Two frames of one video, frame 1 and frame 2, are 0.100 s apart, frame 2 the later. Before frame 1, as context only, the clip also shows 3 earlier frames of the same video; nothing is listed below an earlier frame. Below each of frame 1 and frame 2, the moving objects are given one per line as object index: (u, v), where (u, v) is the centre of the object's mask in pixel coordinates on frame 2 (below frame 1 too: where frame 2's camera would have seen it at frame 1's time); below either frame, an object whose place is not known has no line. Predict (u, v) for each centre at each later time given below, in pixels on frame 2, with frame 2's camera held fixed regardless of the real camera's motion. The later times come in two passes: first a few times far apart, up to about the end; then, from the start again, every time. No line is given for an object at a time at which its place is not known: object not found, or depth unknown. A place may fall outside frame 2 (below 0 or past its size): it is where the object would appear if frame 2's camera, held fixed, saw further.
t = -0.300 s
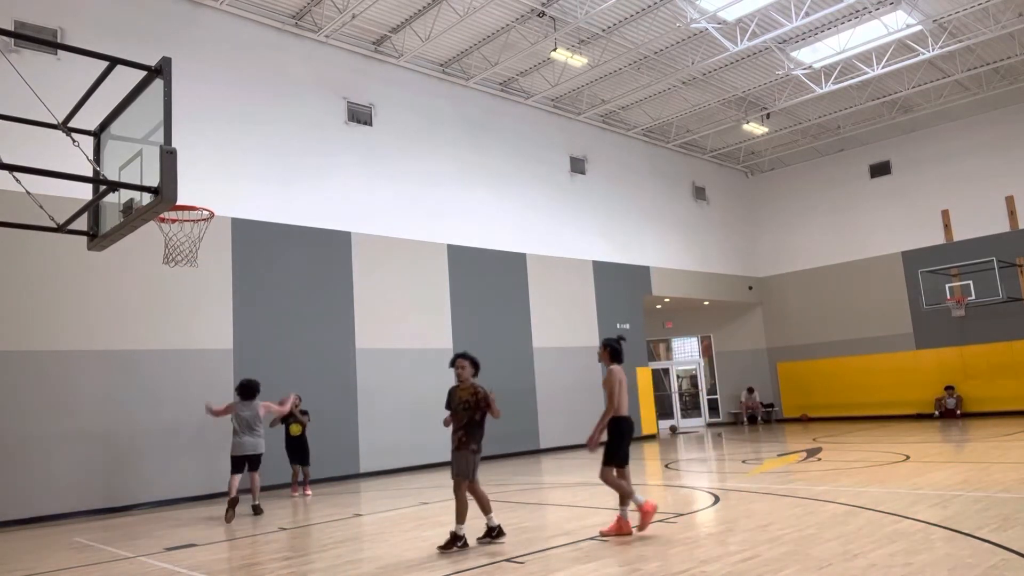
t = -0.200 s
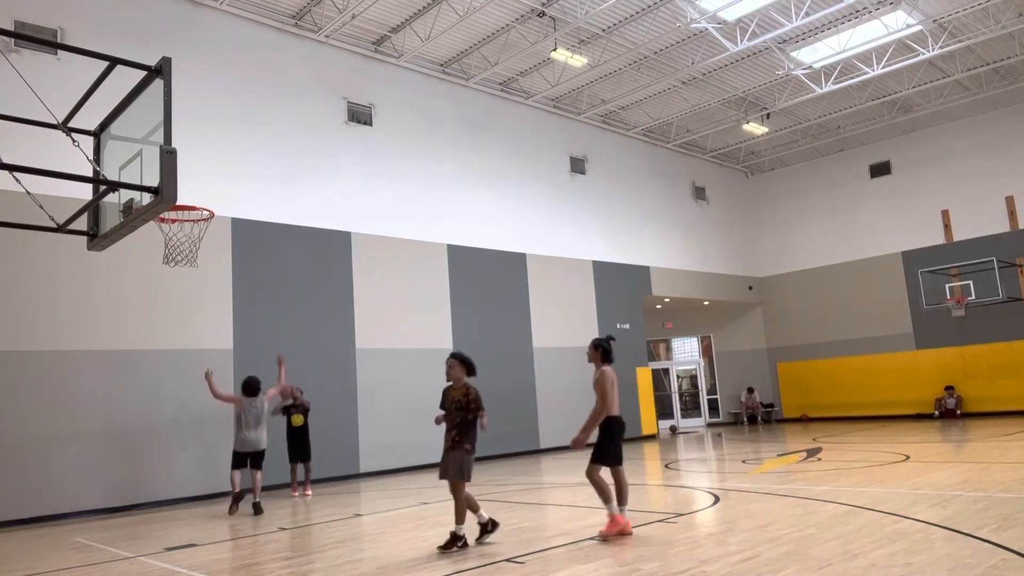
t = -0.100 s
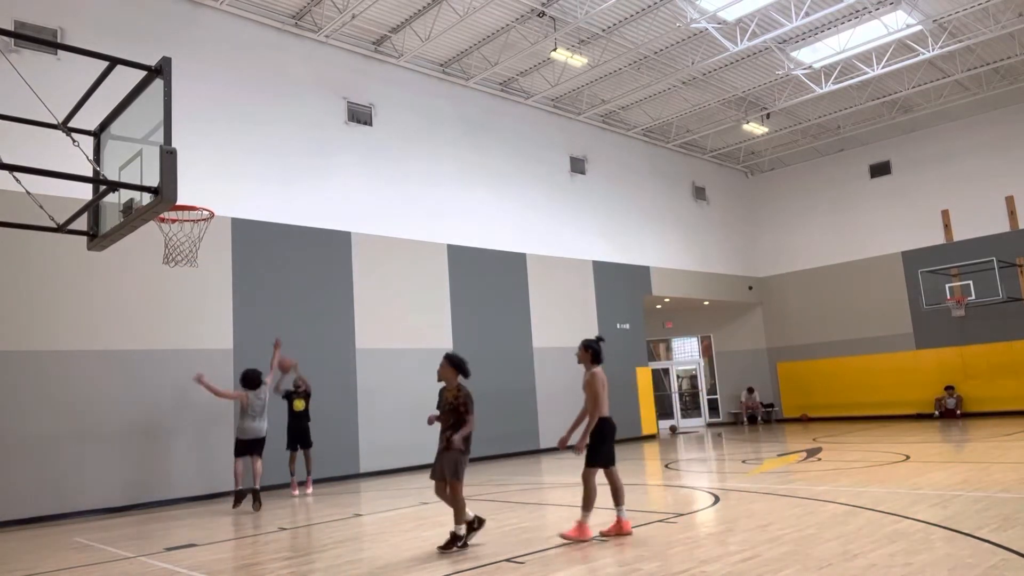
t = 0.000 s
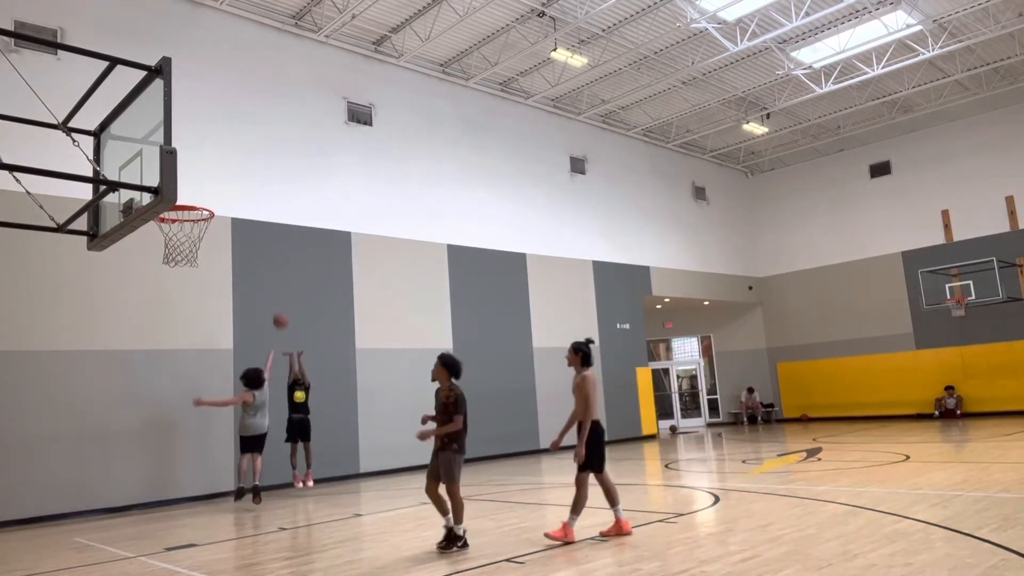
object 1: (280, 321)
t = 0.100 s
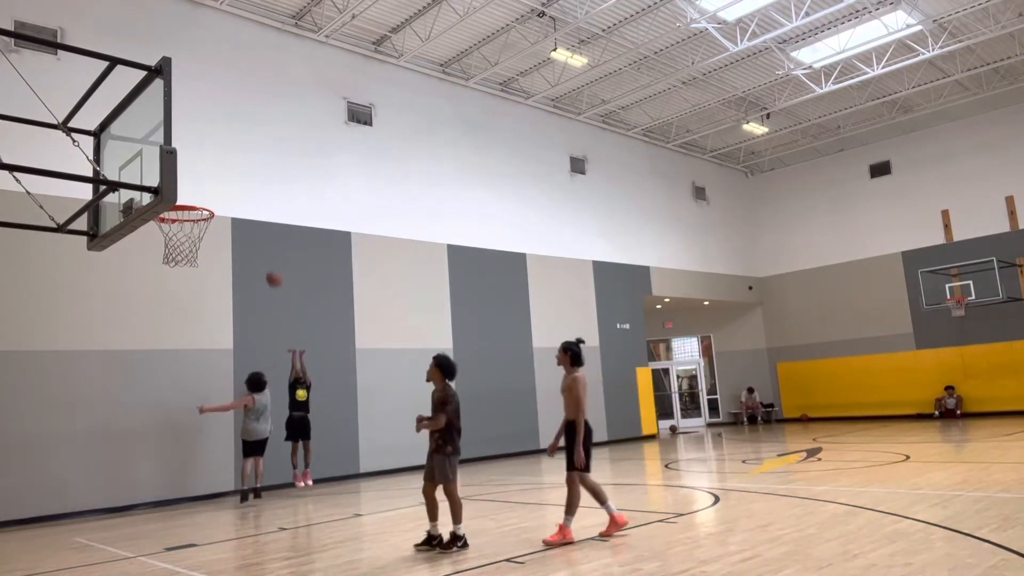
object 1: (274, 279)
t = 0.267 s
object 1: (264, 217)
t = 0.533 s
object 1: (245, 146)
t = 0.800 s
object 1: (222, 117)
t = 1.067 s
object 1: (193, 150)
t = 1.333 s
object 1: (193, 270)
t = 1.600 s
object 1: (232, 442)
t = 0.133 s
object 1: (272, 265)
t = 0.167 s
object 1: (270, 253)
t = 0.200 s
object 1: (267, 241)
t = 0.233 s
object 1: (265, 229)
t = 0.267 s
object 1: (264, 217)
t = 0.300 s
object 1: (261, 206)
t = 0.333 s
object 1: (259, 196)
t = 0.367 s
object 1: (257, 186)
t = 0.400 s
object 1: (255, 177)
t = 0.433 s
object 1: (252, 168)
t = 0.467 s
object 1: (250, 160)
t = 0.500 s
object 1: (247, 153)
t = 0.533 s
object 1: (245, 146)
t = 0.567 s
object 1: (242, 140)
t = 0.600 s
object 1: (239, 135)
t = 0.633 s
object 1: (237, 130)
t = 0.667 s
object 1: (234, 126)
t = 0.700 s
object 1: (231, 122)
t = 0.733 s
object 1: (228, 120)
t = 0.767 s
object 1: (225, 118)
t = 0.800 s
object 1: (222, 117)
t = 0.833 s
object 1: (219, 118)
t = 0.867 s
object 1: (215, 119)
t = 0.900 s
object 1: (212, 121)
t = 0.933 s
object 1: (209, 124)
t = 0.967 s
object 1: (205, 129)
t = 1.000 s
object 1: (201, 134)
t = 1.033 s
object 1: (197, 142)
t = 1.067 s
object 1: (193, 150)
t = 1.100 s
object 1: (190, 160)
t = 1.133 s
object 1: (188, 171)
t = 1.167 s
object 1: (186, 184)
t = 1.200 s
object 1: (183, 198)
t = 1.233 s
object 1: (173, 219)
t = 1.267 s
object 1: (180, 234)
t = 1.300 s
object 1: (187, 252)
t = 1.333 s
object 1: (193, 270)
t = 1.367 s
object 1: (198, 287)
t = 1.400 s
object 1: (203, 305)
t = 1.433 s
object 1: (208, 325)
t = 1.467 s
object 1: (213, 346)
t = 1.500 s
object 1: (218, 368)
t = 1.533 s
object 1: (222, 391)
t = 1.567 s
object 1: (227, 416)
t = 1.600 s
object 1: (232, 442)
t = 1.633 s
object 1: (237, 469)
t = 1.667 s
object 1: (243, 496)
